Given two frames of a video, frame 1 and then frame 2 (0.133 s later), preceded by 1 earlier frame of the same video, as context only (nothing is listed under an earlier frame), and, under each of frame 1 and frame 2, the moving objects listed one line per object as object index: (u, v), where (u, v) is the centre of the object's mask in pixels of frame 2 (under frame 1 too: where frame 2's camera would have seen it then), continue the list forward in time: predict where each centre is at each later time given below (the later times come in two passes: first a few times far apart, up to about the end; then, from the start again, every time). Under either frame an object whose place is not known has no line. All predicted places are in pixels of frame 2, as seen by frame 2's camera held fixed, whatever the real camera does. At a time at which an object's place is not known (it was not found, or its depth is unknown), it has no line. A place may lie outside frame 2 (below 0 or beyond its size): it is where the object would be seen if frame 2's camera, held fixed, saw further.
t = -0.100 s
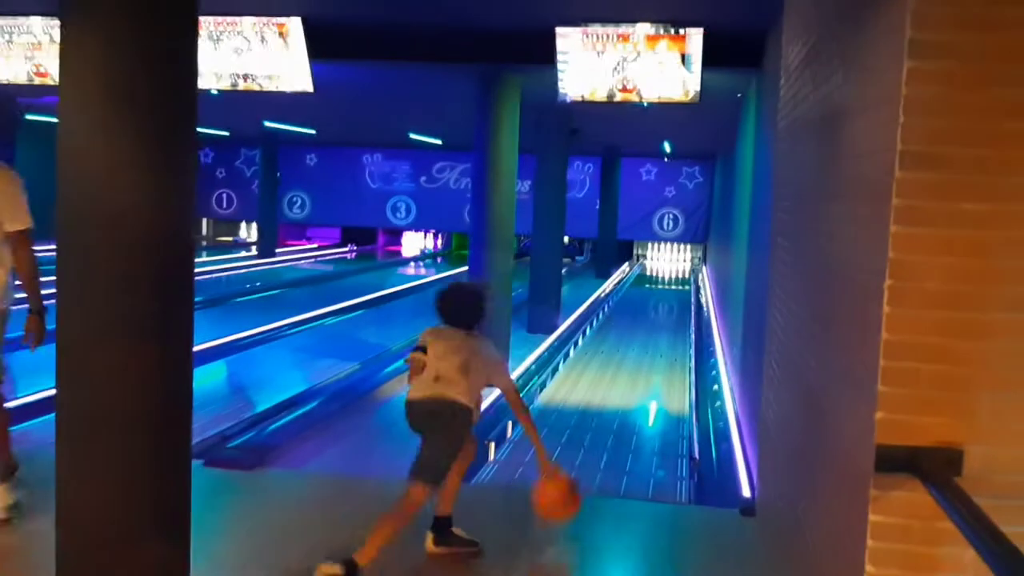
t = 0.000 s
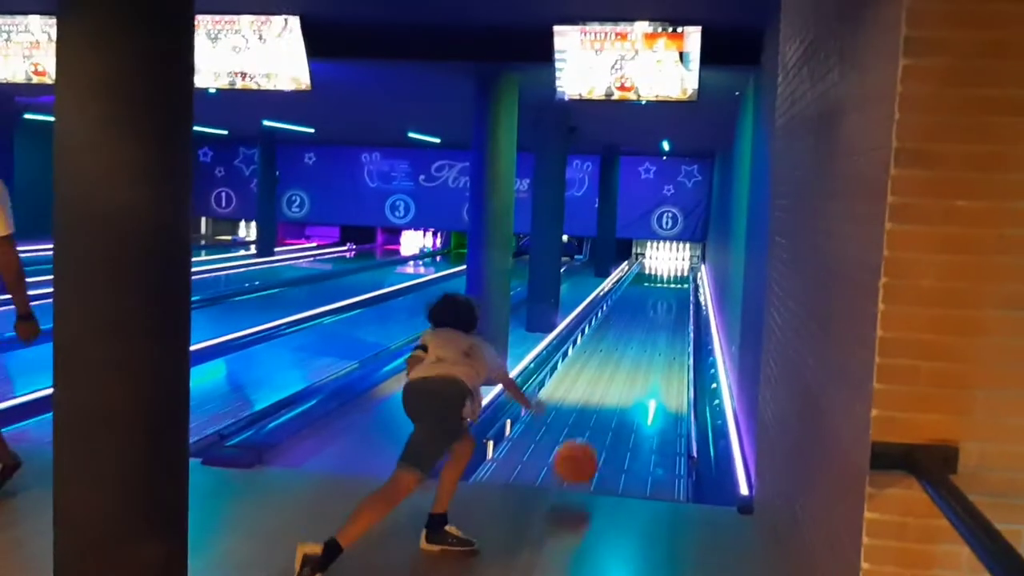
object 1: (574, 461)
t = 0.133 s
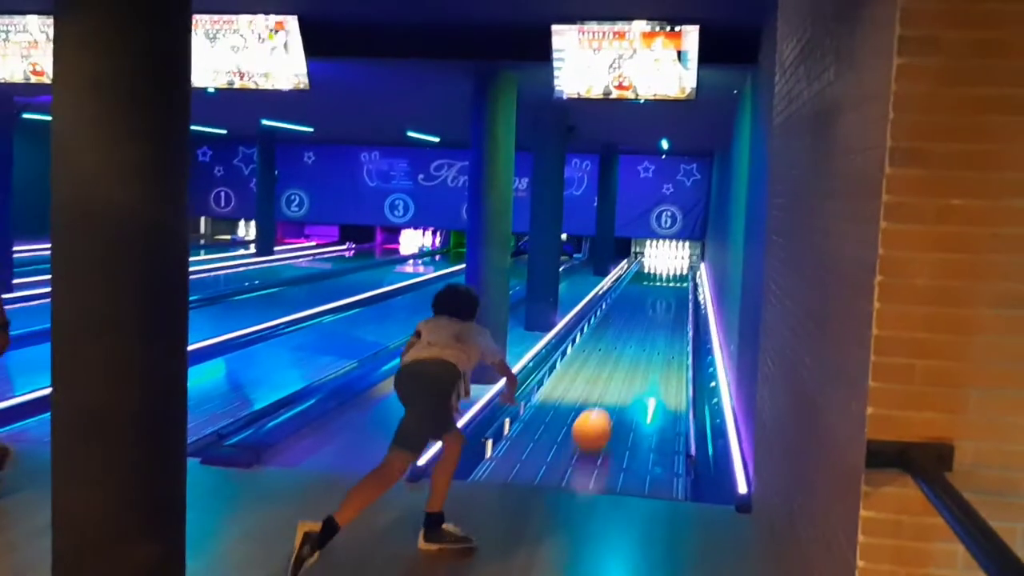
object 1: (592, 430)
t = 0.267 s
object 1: (605, 402)
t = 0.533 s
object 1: (622, 360)
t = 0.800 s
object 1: (632, 334)
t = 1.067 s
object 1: (638, 315)
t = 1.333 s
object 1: (643, 301)
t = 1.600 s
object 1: (644, 290)
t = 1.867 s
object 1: (645, 282)
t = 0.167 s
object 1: (595, 424)
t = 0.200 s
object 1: (599, 416)
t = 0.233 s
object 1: (602, 409)
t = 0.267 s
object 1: (605, 402)
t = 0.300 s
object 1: (607, 396)
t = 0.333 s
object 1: (610, 389)
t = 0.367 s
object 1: (612, 383)
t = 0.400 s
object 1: (615, 377)
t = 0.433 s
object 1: (617, 373)
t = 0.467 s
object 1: (619, 369)
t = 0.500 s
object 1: (621, 365)
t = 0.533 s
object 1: (622, 360)
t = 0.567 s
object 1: (623, 356)
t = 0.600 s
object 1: (625, 352)
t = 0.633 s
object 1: (626, 348)
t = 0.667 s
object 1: (628, 345)
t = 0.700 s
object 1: (629, 343)
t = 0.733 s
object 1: (630, 340)
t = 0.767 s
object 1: (631, 337)
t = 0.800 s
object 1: (632, 334)
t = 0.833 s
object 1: (633, 331)
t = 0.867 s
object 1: (634, 329)
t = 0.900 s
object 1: (635, 326)
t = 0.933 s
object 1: (636, 324)
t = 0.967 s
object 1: (637, 321)
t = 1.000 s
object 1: (638, 319)
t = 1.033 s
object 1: (638, 317)
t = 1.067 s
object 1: (638, 315)
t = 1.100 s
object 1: (639, 313)
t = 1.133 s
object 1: (640, 311)
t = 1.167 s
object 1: (640, 309)
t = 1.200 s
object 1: (641, 307)
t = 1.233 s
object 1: (641, 306)
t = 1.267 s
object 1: (642, 304)
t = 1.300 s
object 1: (642, 302)
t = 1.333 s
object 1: (643, 301)
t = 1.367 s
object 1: (643, 300)
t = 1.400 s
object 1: (643, 298)
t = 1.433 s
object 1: (643, 297)
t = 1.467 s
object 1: (644, 296)
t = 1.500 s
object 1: (644, 294)
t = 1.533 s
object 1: (644, 293)
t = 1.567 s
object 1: (644, 292)
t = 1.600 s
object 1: (644, 290)
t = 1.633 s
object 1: (645, 289)
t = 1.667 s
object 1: (645, 288)
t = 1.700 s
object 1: (645, 287)
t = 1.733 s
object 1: (645, 285)
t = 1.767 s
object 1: (645, 284)
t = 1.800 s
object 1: (645, 284)
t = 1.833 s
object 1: (645, 283)
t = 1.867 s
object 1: (645, 282)
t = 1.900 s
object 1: (645, 281)
